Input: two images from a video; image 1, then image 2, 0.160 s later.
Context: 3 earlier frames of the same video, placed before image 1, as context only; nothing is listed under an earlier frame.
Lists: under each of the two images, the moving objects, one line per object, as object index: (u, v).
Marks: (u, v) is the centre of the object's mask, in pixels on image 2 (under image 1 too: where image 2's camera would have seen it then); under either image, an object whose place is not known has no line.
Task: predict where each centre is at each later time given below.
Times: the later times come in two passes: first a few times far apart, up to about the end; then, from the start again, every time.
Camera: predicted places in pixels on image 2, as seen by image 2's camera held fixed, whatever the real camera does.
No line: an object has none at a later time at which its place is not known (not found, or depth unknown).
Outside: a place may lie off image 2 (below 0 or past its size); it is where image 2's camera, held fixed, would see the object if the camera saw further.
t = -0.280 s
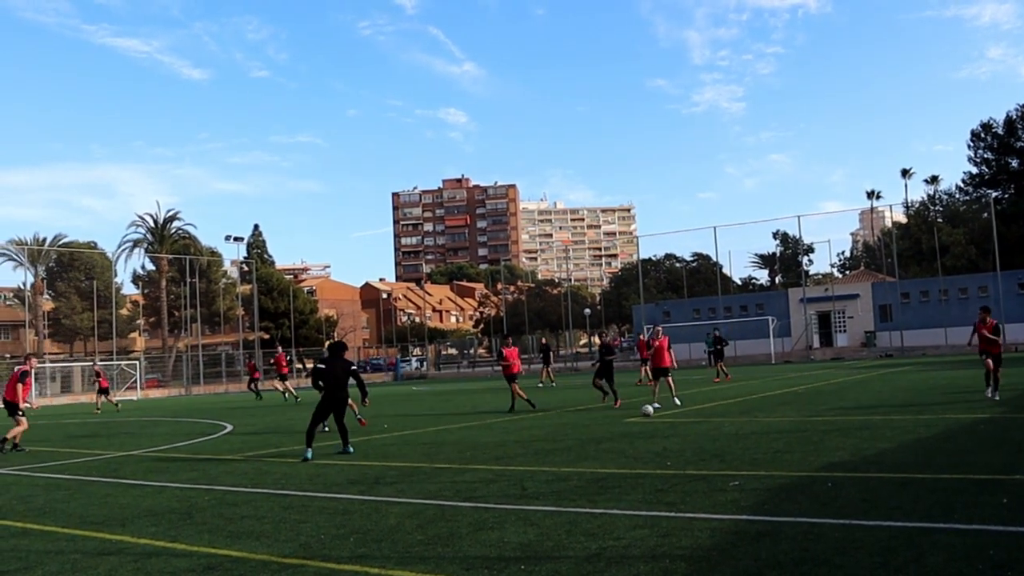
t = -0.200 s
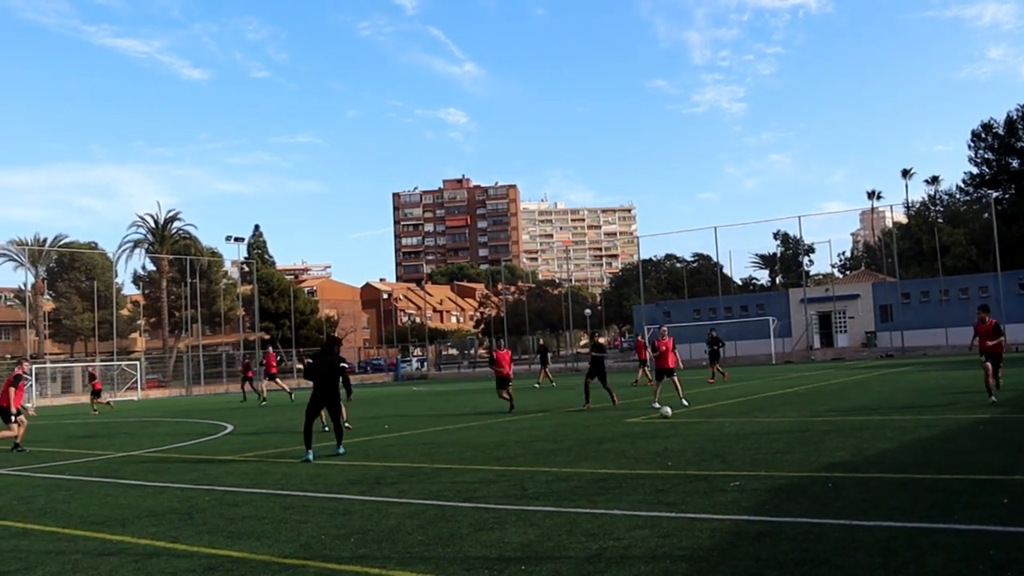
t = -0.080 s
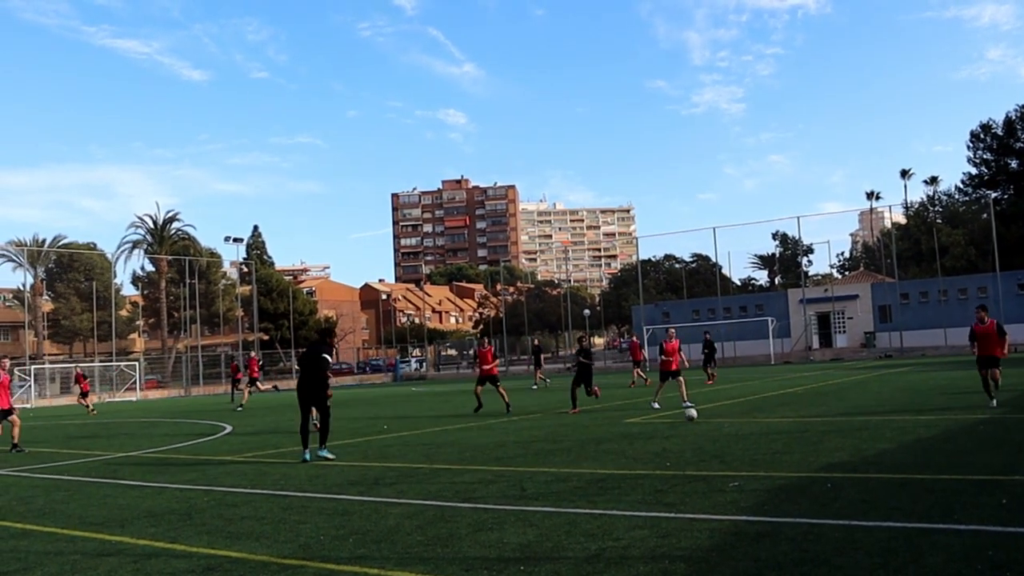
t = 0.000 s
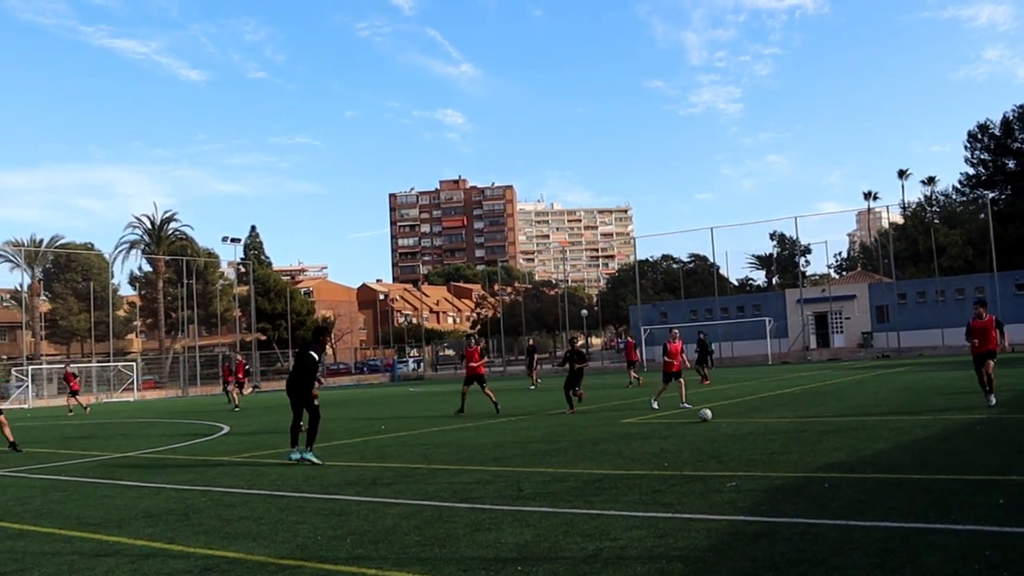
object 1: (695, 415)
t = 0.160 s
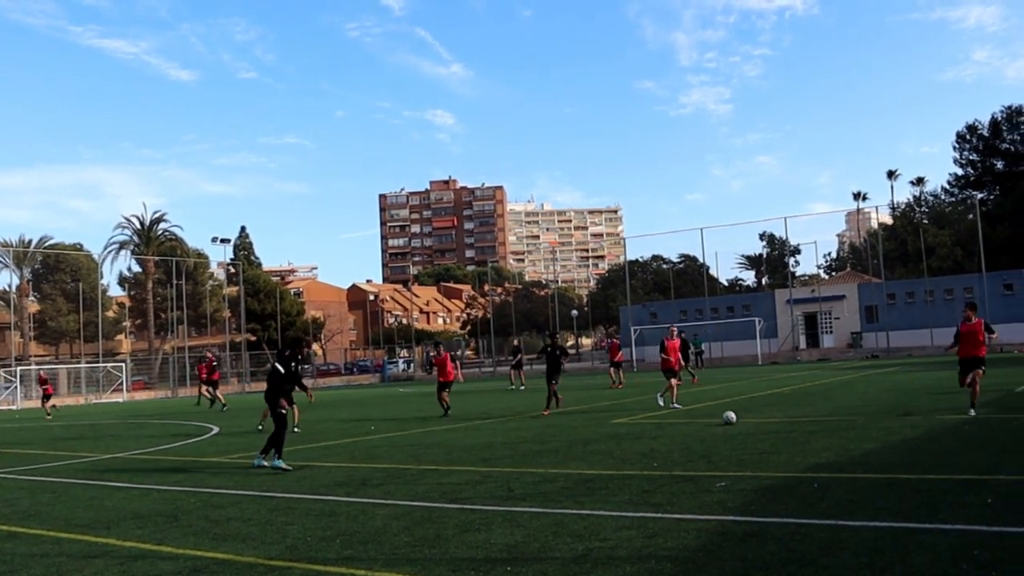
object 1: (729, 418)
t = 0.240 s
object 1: (747, 419)
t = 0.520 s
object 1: (814, 423)
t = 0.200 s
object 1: (738, 418)
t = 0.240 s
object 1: (747, 419)
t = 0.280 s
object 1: (756, 419)
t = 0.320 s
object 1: (765, 420)
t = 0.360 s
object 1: (774, 420)
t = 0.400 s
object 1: (783, 421)
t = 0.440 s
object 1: (794, 422)
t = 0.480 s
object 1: (804, 422)
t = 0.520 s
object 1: (814, 423)
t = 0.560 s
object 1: (825, 423)
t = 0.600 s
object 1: (835, 424)
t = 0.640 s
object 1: (846, 424)
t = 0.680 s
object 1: (858, 425)
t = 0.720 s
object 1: (870, 426)
